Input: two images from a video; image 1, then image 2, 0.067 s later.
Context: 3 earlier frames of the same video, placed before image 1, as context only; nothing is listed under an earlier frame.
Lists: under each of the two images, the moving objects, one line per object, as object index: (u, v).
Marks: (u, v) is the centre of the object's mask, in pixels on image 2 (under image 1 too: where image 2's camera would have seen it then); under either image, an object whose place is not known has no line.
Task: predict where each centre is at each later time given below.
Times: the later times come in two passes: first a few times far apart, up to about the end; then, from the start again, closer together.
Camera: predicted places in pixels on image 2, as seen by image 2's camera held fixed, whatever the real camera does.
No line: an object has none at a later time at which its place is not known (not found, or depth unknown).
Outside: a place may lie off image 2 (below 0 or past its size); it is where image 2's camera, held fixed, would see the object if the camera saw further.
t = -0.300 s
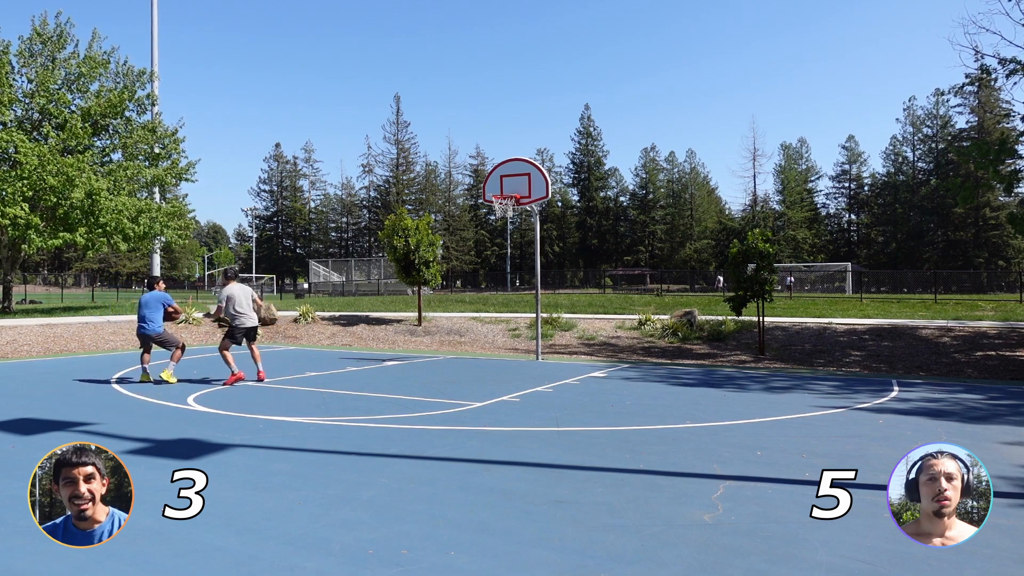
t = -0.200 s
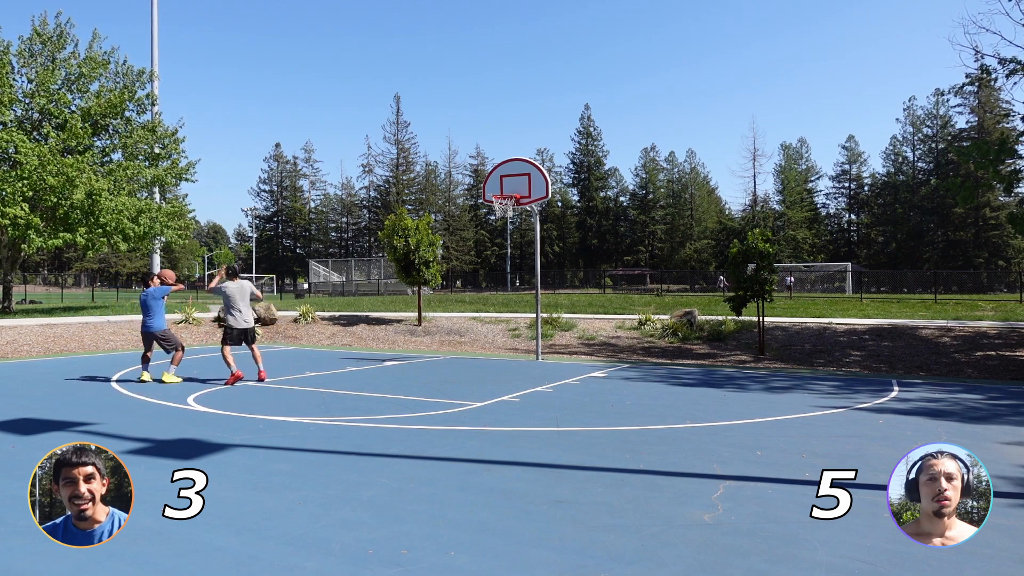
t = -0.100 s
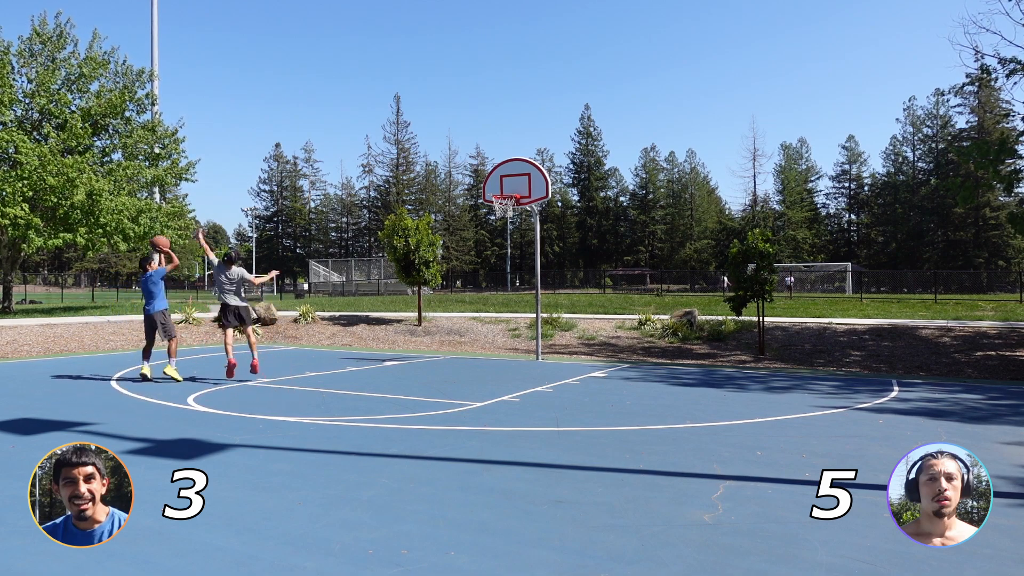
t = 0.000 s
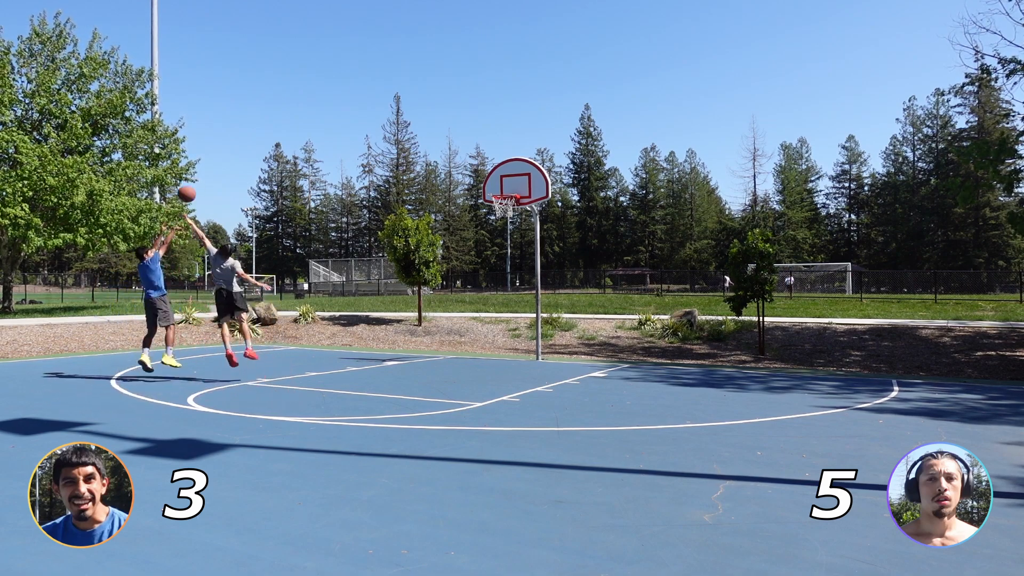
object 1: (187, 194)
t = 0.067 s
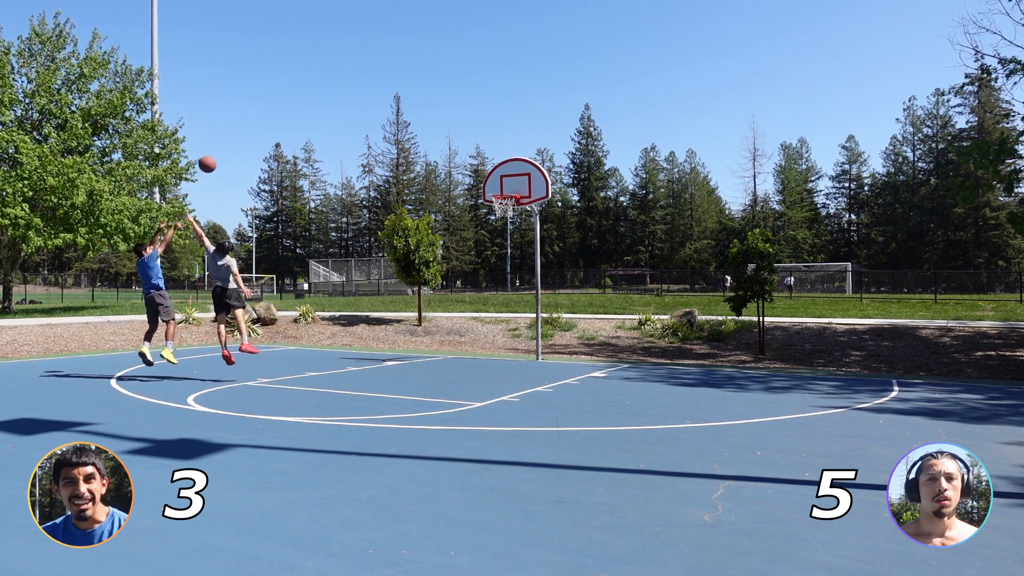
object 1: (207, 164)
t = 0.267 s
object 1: (266, 98)
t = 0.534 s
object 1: (336, 57)
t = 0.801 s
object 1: (400, 60)
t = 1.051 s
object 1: (453, 101)
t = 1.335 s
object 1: (506, 186)
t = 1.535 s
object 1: (484, 223)
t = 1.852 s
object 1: (430, 333)
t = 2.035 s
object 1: (397, 329)
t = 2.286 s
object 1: (348, 258)
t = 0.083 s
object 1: (213, 157)
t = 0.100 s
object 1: (217, 151)
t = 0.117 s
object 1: (222, 144)
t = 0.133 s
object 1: (227, 138)
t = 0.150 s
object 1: (232, 132)
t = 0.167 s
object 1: (237, 127)
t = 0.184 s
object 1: (242, 121)
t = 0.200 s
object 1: (247, 116)
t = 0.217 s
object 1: (252, 111)
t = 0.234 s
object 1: (256, 107)
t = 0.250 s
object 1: (261, 102)
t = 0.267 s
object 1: (266, 98)
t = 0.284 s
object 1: (270, 94)
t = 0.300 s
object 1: (275, 90)
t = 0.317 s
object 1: (280, 86)
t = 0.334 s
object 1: (284, 83)
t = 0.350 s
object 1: (289, 80)
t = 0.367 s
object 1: (293, 77)
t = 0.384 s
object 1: (298, 74)
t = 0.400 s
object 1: (302, 71)
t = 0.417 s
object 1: (307, 69)
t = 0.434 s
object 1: (311, 66)
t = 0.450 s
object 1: (315, 64)
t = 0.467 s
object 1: (320, 62)
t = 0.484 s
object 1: (324, 60)
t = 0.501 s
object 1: (328, 59)
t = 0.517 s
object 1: (332, 58)
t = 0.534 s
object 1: (336, 57)
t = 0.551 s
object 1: (340, 56)
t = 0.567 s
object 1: (344, 55)
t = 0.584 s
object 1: (349, 54)
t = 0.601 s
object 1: (353, 53)
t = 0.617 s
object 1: (357, 53)
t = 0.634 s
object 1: (361, 53)
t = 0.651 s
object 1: (365, 53)
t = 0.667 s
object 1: (369, 53)
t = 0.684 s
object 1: (373, 53)
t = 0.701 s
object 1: (377, 54)
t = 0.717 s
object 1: (381, 55)
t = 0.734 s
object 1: (384, 56)
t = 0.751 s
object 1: (388, 57)
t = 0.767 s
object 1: (392, 58)
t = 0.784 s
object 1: (396, 59)
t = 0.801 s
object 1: (400, 60)
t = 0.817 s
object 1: (403, 62)
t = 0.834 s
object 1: (407, 64)
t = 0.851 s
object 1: (411, 66)
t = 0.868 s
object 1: (414, 68)
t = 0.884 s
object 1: (418, 70)
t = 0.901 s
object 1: (422, 73)
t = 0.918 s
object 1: (425, 75)
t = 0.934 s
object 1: (429, 78)
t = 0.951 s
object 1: (432, 81)
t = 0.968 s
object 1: (436, 84)
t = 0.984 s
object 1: (439, 87)
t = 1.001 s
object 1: (443, 90)
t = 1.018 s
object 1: (446, 94)
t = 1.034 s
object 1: (449, 97)
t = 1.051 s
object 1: (453, 101)
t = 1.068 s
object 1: (456, 105)
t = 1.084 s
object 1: (459, 109)
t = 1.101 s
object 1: (462, 113)
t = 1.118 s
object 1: (466, 118)
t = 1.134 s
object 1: (469, 122)
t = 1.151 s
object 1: (472, 127)
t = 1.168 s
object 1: (475, 131)
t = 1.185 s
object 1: (479, 136)
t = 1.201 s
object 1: (482, 141)
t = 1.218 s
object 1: (485, 146)
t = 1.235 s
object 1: (488, 152)
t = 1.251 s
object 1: (491, 157)
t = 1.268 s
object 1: (494, 162)
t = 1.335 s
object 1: (506, 186)
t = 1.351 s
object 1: (509, 190)
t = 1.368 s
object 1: (509, 193)
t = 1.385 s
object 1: (508, 197)
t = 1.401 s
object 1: (504, 200)
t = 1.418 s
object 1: (501, 203)
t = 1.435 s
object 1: (499, 205)
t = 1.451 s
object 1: (497, 207)
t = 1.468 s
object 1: (494, 210)
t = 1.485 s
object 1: (492, 214)
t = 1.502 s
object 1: (490, 217)
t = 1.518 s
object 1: (487, 219)
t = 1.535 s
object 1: (484, 223)
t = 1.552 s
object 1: (482, 227)
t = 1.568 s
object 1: (479, 231)
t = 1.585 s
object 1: (476, 234)
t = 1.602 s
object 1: (474, 239)
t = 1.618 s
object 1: (471, 244)
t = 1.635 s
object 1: (468, 249)
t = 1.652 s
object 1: (466, 254)
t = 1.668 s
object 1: (463, 258)
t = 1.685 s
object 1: (459, 265)
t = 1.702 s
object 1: (457, 270)
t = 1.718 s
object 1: (454, 275)
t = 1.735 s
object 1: (451, 283)
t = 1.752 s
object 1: (449, 289)
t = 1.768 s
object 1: (445, 296)
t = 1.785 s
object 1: (443, 303)
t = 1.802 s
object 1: (440, 310)
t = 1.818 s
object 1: (436, 317)
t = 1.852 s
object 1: (430, 333)
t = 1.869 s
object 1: (427, 341)
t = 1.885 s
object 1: (424, 350)
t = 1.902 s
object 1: (421, 358)
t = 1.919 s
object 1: (418, 368)
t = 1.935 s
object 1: (415, 366)
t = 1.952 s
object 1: (413, 360)
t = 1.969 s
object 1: (410, 353)
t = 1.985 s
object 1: (406, 347)
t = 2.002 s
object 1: (403, 341)
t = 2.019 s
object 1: (401, 335)
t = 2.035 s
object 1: (397, 329)
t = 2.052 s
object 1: (395, 323)
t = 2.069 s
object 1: (392, 317)
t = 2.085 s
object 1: (388, 312)
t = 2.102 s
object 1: (385, 307)
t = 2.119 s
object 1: (382, 301)
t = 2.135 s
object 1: (379, 296)
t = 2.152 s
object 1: (375, 291)
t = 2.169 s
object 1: (372, 287)
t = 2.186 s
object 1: (369, 282)
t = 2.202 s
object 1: (365, 277)
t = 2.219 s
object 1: (362, 273)
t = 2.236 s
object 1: (358, 269)
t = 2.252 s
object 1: (355, 265)
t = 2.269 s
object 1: (351, 262)
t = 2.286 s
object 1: (348, 258)
